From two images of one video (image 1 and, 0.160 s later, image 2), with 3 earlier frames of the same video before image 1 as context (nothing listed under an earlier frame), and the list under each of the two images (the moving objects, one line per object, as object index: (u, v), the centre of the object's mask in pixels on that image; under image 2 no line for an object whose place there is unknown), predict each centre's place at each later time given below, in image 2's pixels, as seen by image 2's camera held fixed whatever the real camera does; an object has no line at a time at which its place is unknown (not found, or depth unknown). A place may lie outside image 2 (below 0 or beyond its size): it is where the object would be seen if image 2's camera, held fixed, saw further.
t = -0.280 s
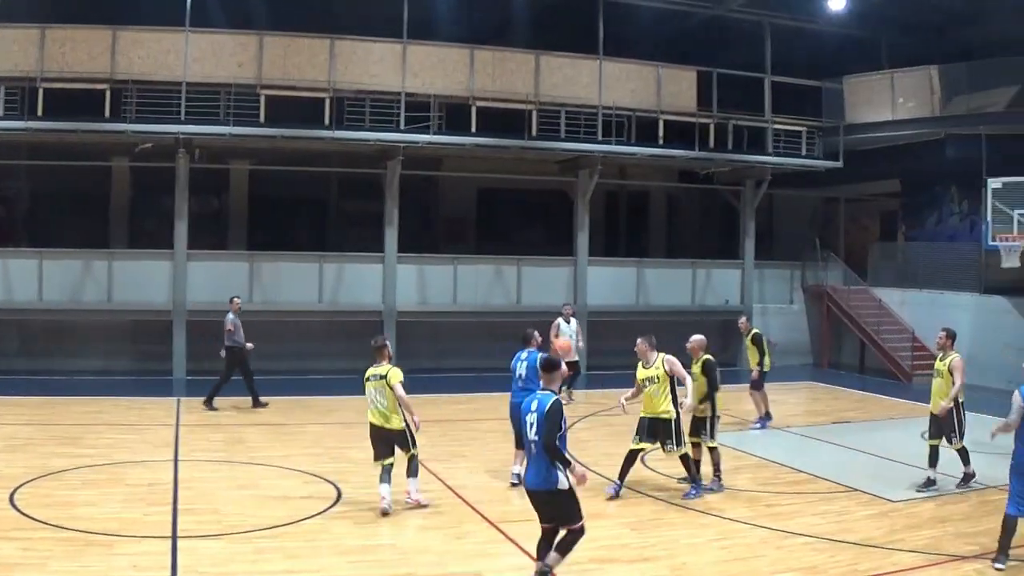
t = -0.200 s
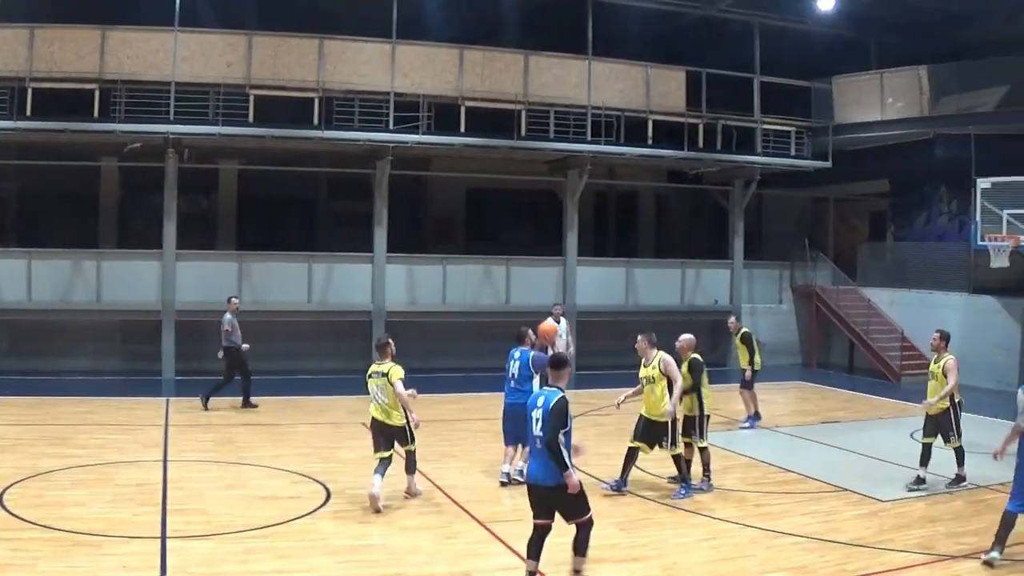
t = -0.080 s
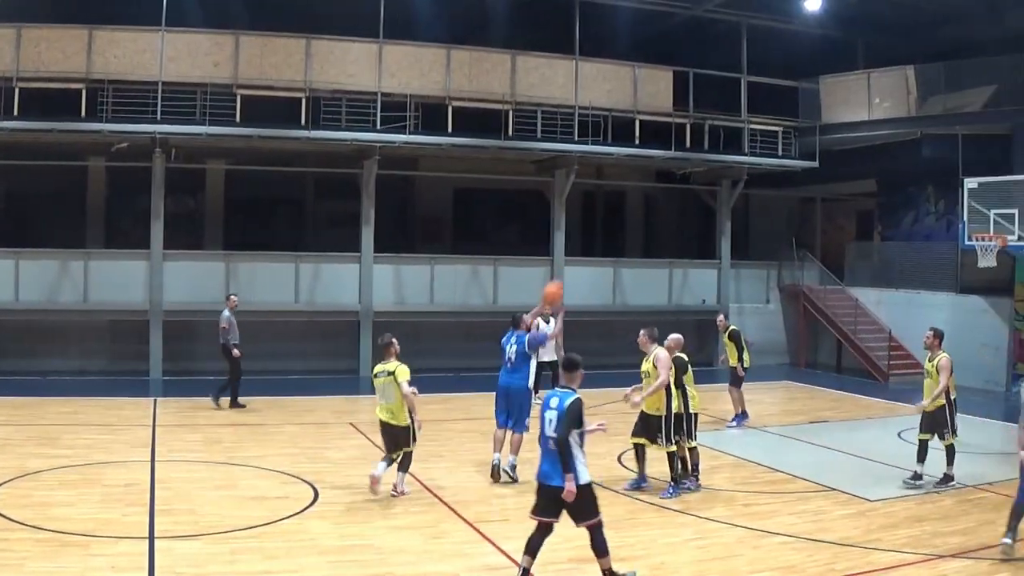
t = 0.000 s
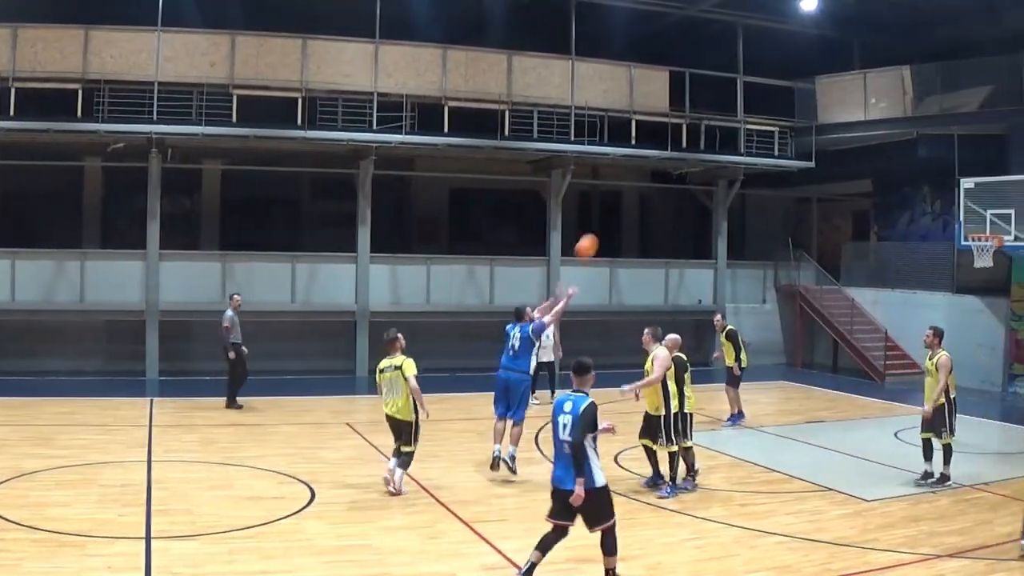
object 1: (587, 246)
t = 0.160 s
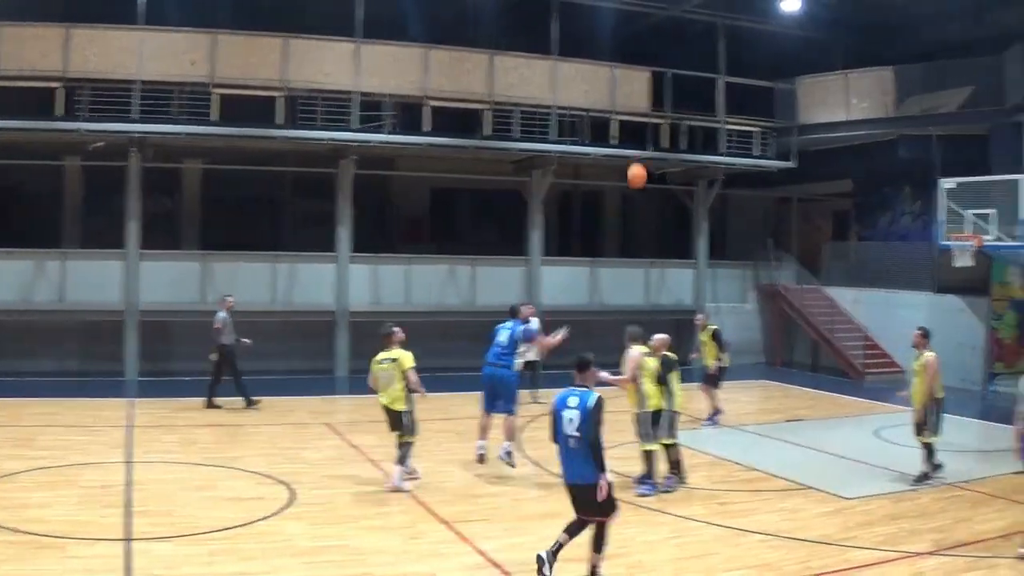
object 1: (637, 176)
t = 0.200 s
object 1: (654, 162)
